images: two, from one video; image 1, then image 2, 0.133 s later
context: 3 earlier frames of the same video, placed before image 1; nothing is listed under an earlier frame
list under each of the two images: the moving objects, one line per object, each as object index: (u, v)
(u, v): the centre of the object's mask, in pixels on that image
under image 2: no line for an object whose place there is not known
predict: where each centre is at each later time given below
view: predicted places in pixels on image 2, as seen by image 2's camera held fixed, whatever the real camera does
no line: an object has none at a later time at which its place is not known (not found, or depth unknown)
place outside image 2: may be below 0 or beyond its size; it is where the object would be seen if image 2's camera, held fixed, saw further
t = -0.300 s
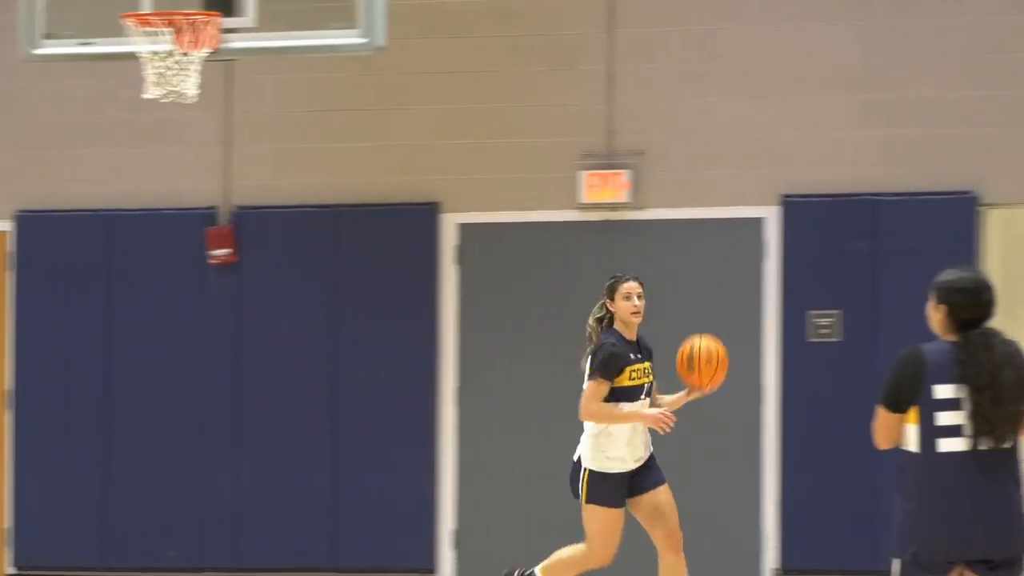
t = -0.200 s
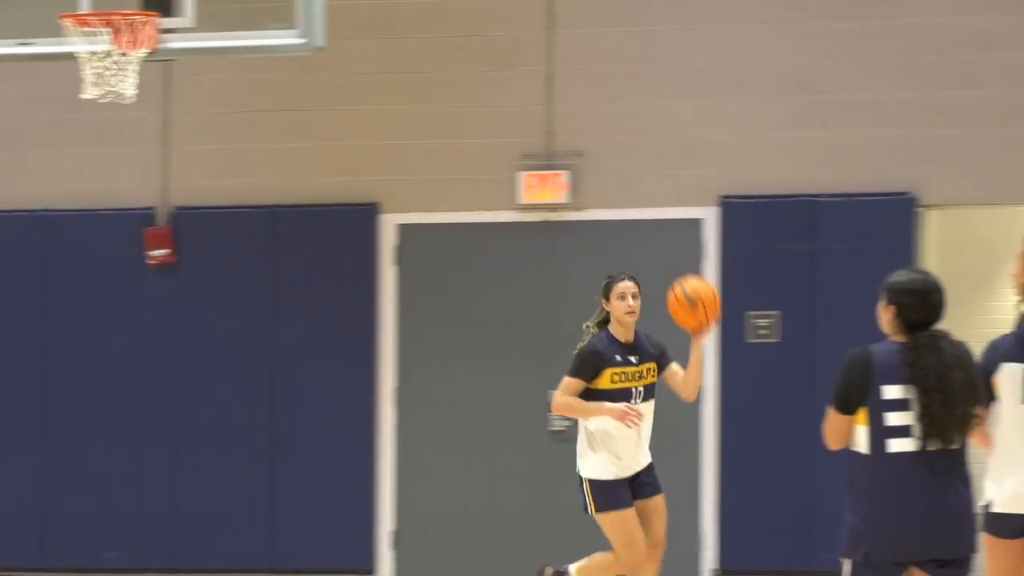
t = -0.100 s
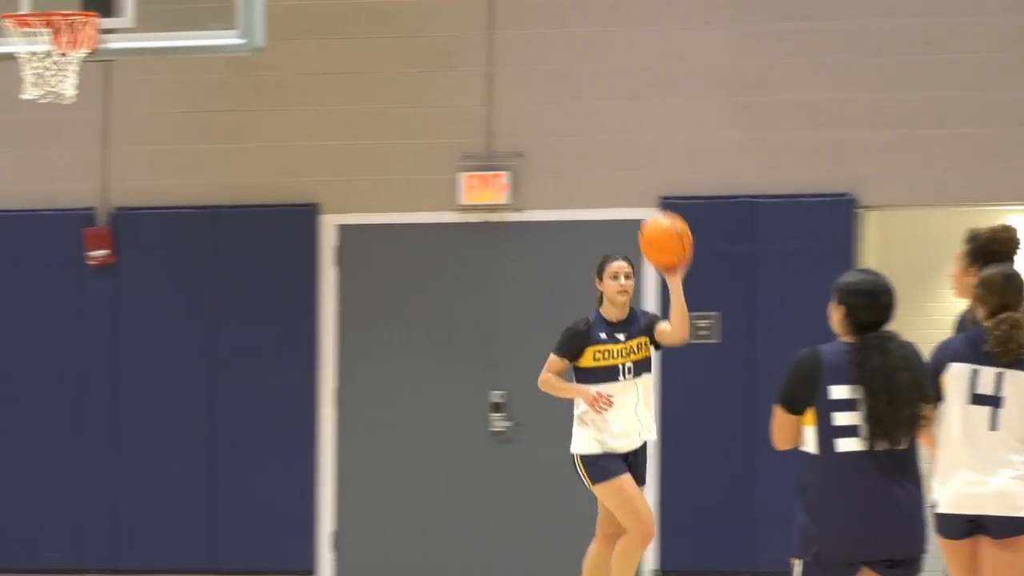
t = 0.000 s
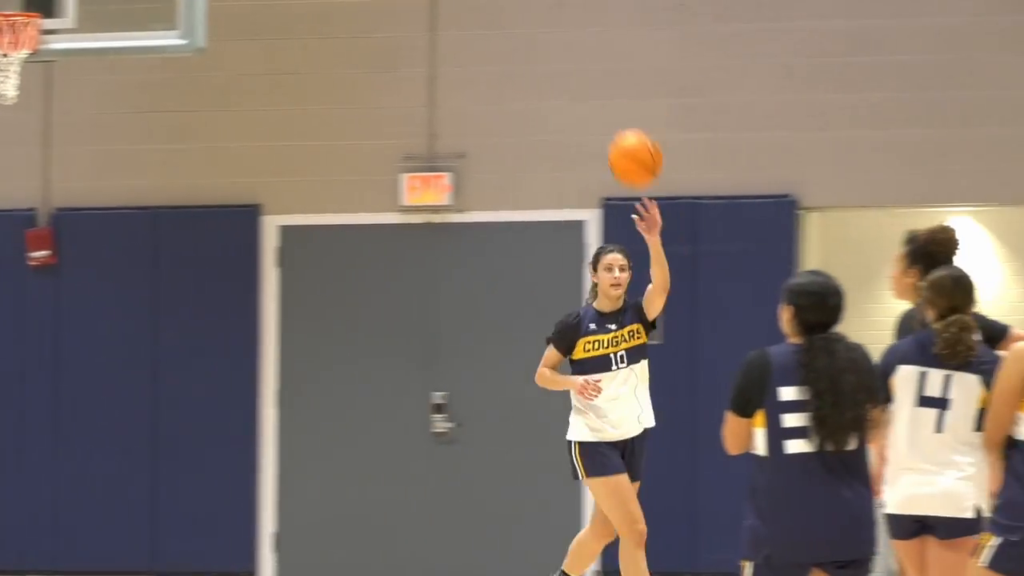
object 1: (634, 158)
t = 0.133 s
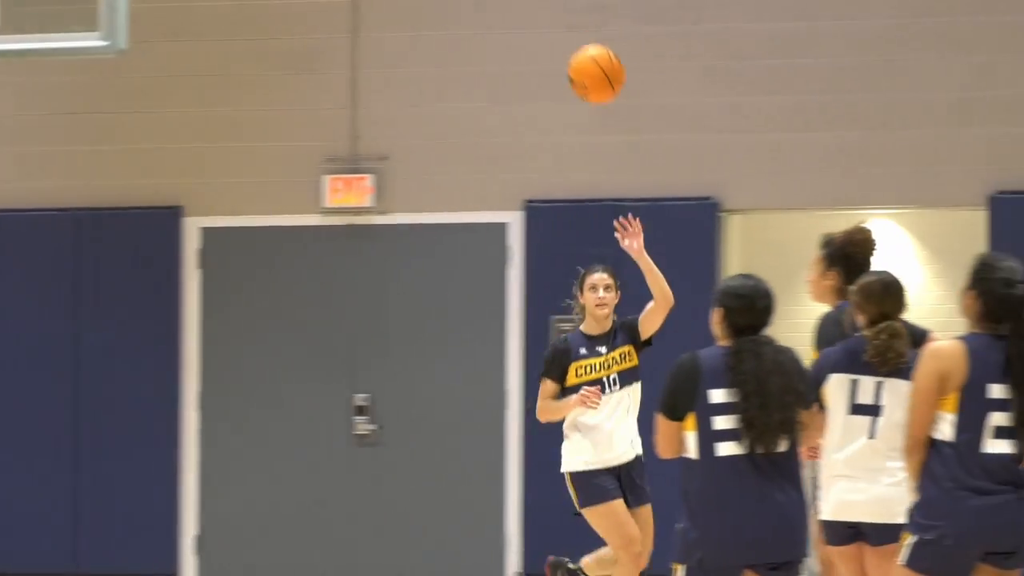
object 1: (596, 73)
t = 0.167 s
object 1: (605, 57)
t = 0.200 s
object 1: (615, 43)
